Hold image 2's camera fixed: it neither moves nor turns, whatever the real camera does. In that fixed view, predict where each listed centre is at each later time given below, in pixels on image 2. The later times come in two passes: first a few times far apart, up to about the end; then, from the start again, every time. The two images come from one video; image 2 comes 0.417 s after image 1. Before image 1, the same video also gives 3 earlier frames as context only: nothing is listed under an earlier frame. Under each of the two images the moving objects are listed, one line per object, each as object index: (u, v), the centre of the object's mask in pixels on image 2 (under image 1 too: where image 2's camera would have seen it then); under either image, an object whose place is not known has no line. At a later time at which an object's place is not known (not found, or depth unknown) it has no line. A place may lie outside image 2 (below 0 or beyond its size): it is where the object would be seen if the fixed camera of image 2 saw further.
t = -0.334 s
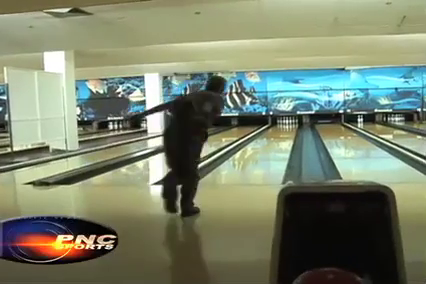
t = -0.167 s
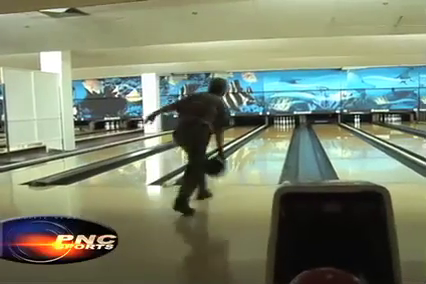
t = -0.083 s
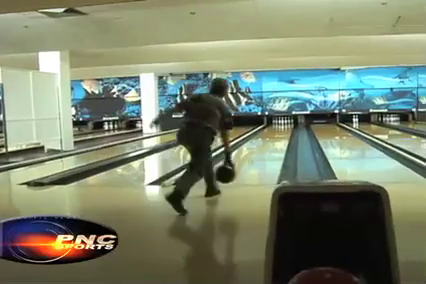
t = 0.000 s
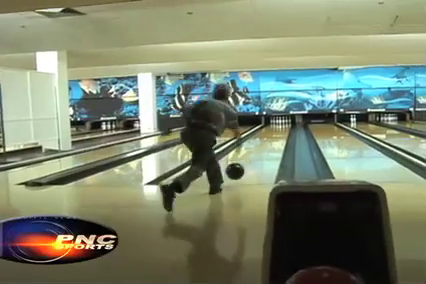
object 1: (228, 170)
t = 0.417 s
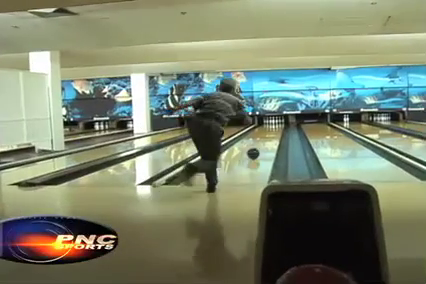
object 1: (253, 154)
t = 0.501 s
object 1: (257, 149)
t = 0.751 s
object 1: (263, 142)
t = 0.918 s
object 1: (266, 138)
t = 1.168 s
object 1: (271, 134)
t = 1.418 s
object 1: (273, 131)
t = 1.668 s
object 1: (275, 127)
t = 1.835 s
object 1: (276, 126)
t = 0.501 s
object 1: (257, 149)
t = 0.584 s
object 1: (259, 147)
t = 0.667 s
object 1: (261, 144)
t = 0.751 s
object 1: (263, 142)
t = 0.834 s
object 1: (265, 140)
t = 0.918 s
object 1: (266, 138)
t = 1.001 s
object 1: (268, 136)
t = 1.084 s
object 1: (269, 135)
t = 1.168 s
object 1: (271, 134)
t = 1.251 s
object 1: (271, 132)
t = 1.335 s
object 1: (272, 131)
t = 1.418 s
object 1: (273, 131)
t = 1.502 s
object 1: (274, 129)
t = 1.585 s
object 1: (274, 129)
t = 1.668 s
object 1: (275, 127)
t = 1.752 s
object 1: (275, 127)
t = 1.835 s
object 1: (276, 126)
